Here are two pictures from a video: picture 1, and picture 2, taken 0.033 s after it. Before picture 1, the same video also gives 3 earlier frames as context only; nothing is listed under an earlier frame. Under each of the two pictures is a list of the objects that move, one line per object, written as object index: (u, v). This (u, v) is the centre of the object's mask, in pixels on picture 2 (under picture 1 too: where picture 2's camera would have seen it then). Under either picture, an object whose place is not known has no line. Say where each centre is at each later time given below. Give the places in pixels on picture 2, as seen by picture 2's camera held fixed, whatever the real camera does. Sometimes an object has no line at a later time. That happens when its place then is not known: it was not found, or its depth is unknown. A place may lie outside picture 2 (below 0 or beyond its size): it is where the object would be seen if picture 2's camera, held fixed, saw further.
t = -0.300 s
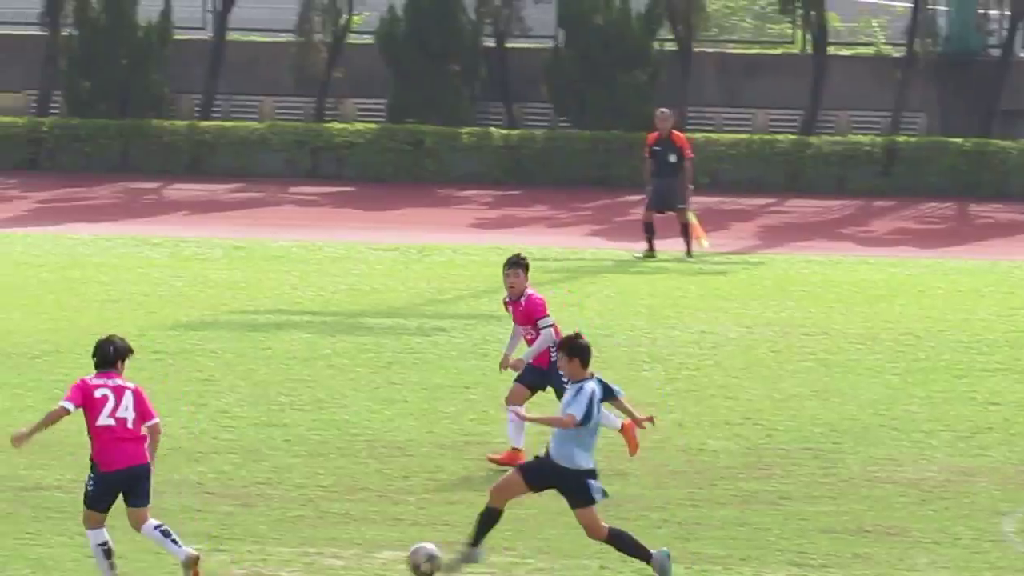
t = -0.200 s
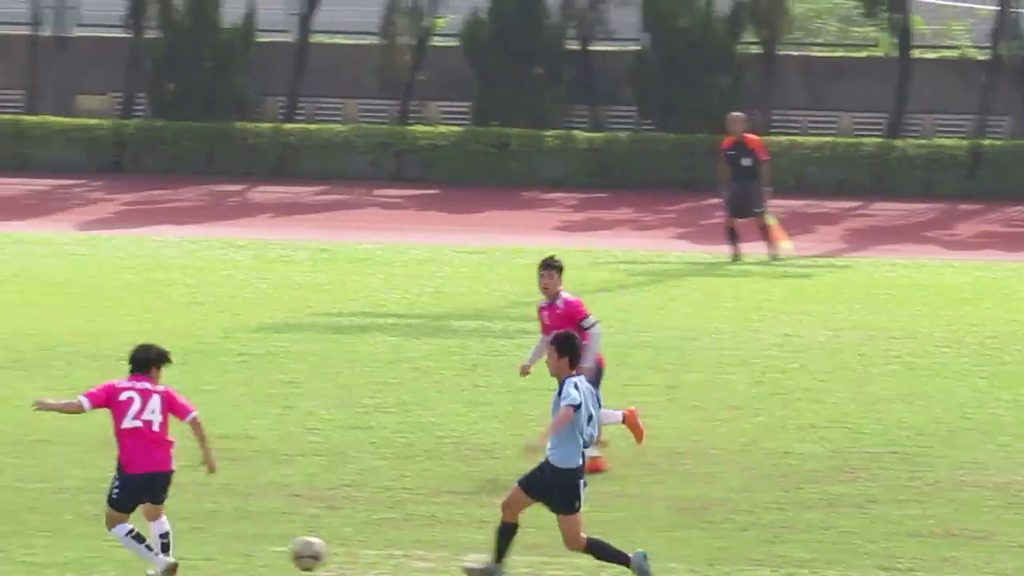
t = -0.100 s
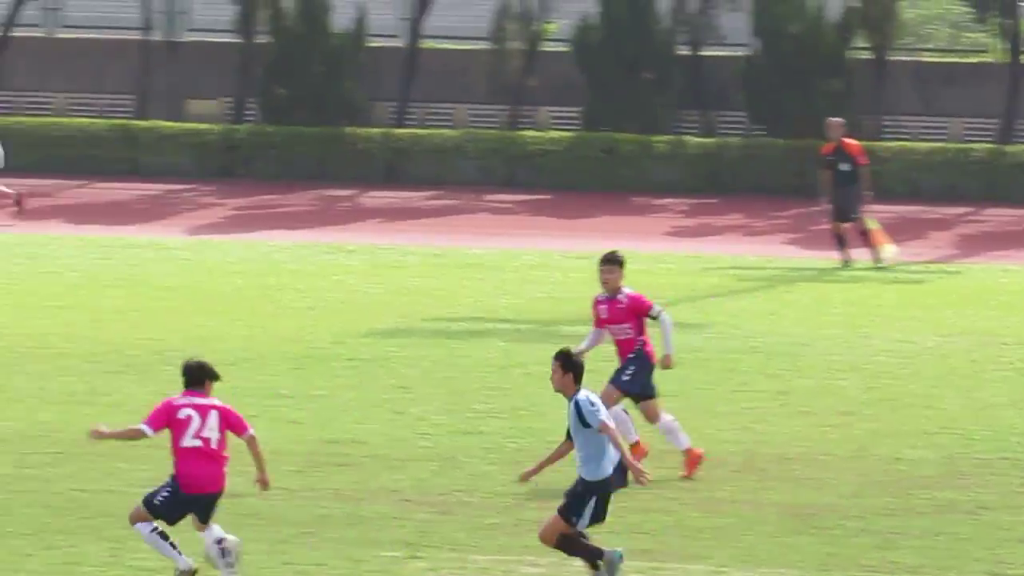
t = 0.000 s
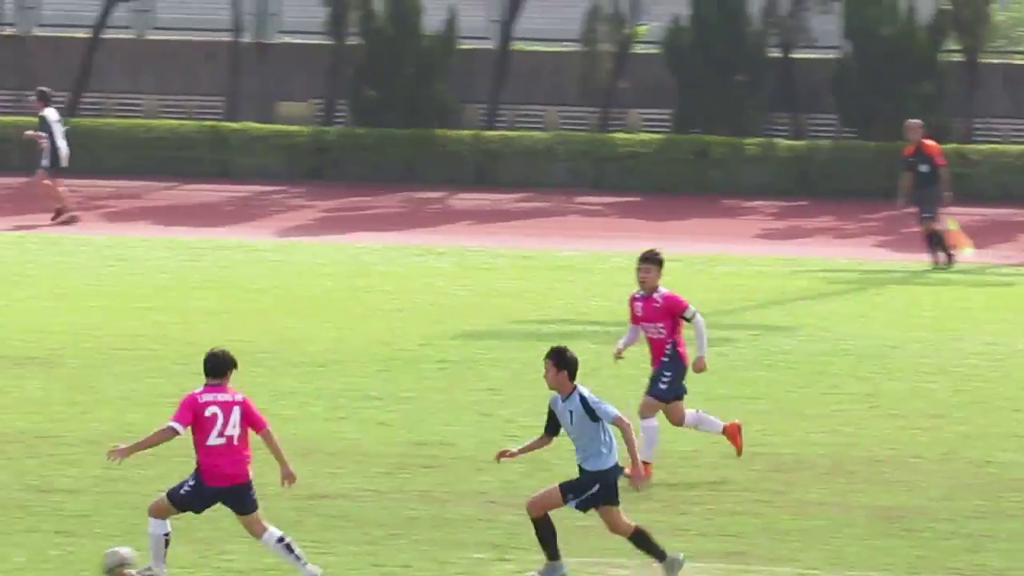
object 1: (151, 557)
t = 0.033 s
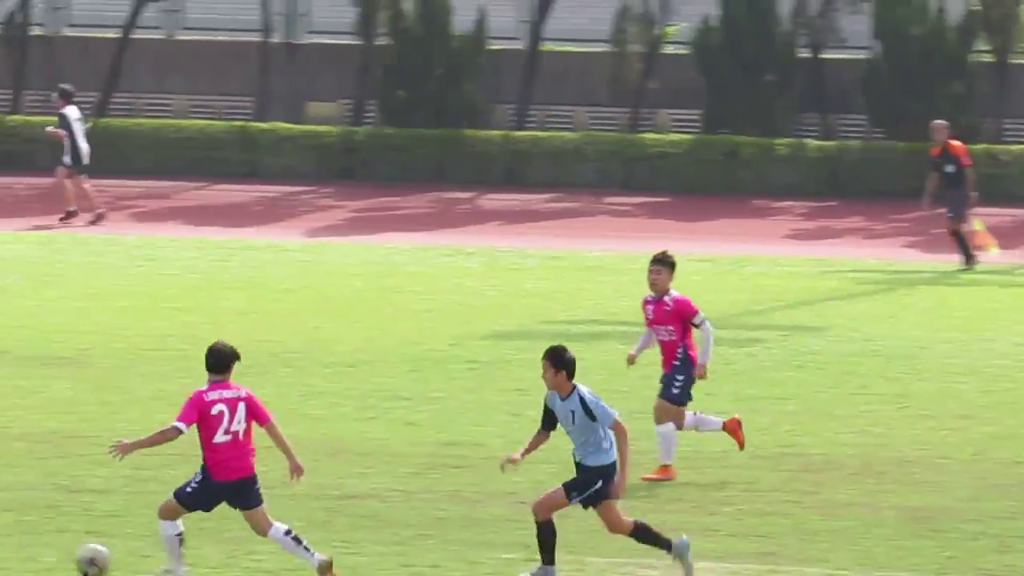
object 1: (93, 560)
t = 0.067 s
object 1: (36, 557)
